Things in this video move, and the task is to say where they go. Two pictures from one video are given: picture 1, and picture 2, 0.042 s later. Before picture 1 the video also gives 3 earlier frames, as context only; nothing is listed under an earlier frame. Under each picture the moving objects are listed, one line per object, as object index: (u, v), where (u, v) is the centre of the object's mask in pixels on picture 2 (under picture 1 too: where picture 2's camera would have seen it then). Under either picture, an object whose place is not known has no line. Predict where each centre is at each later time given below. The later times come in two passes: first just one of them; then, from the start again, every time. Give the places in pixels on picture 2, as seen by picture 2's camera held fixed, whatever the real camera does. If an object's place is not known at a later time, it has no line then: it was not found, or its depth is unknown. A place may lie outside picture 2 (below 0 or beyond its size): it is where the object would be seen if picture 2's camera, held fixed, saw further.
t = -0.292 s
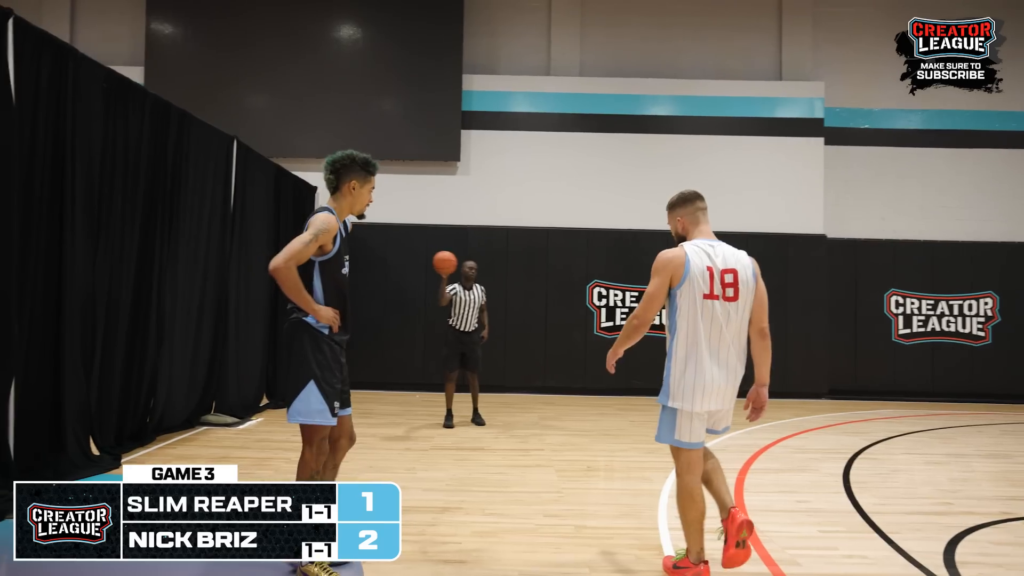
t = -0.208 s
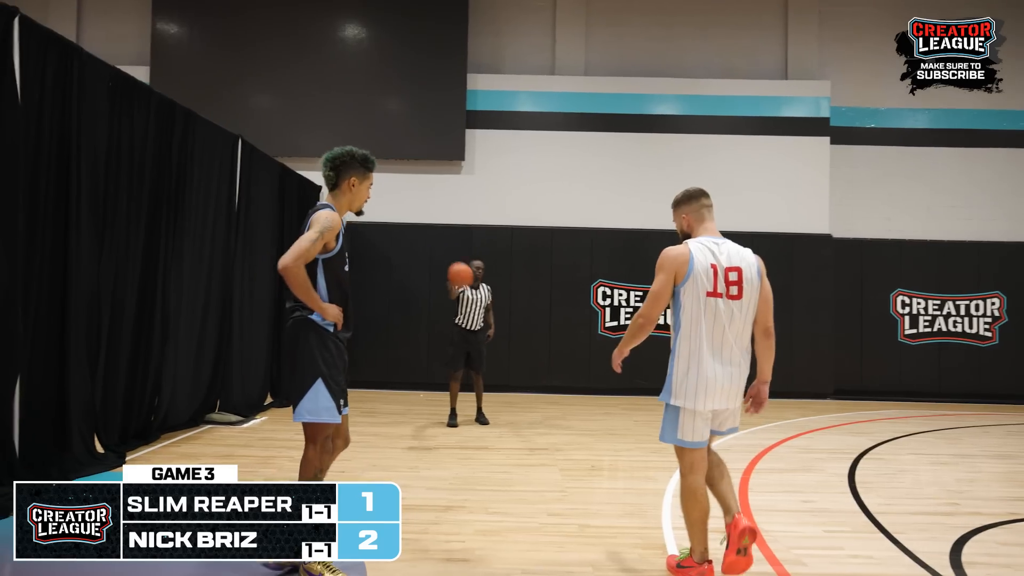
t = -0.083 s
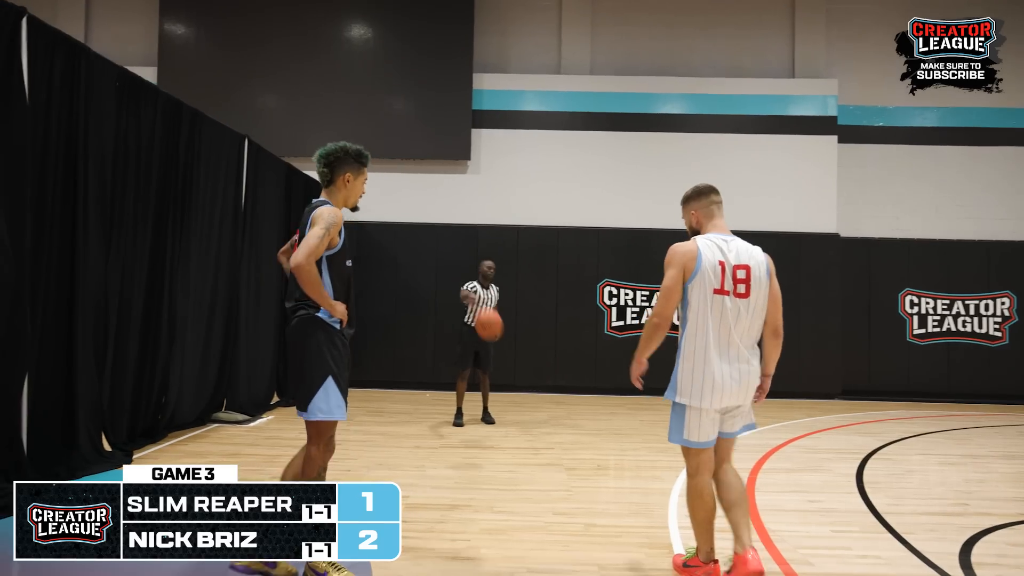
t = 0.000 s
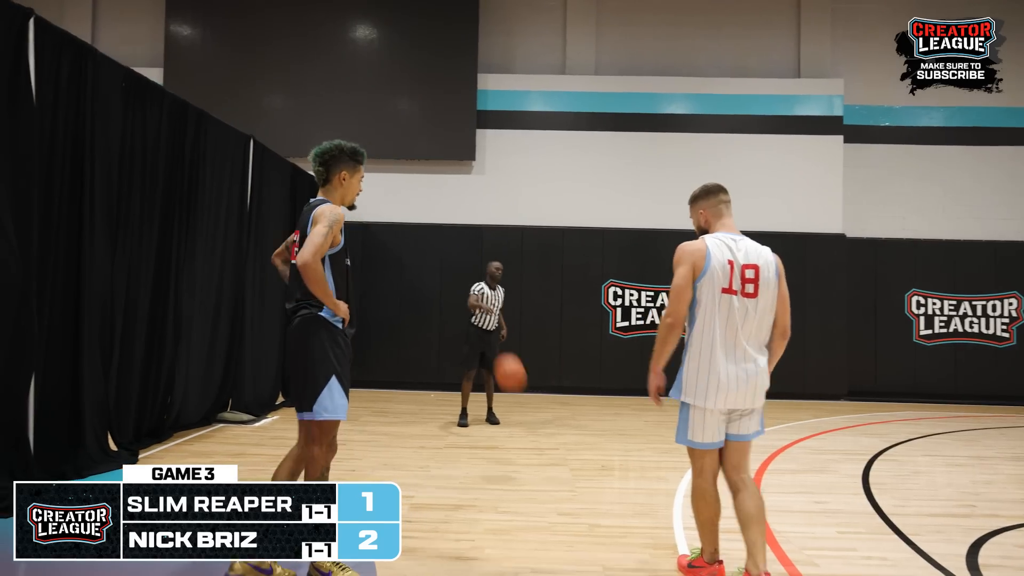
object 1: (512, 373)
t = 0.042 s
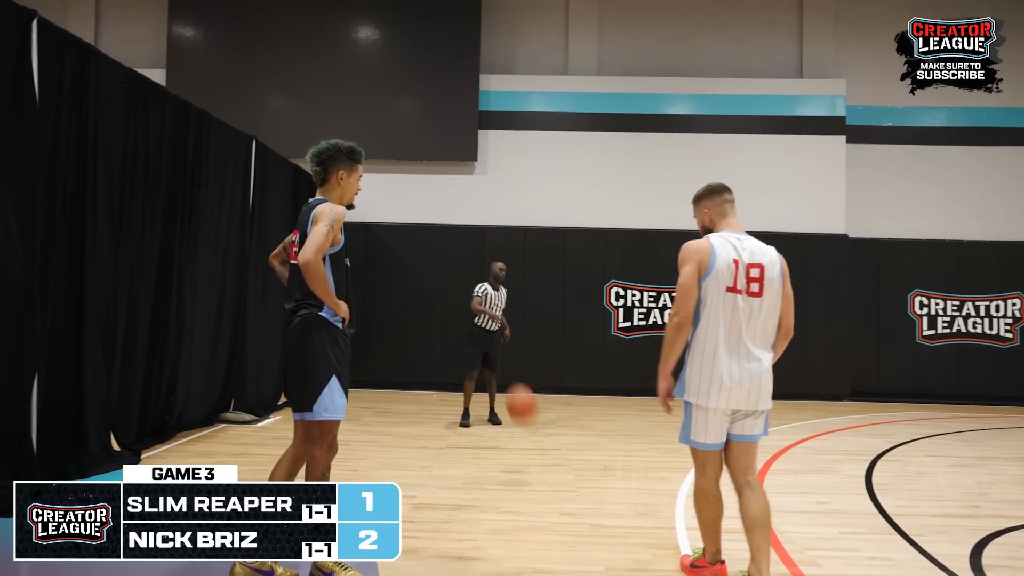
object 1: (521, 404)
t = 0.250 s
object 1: (564, 399)
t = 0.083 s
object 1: (532, 442)
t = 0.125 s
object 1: (543, 472)
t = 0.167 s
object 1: (550, 446)
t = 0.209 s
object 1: (556, 423)
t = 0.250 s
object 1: (564, 399)
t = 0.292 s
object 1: (571, 380)
